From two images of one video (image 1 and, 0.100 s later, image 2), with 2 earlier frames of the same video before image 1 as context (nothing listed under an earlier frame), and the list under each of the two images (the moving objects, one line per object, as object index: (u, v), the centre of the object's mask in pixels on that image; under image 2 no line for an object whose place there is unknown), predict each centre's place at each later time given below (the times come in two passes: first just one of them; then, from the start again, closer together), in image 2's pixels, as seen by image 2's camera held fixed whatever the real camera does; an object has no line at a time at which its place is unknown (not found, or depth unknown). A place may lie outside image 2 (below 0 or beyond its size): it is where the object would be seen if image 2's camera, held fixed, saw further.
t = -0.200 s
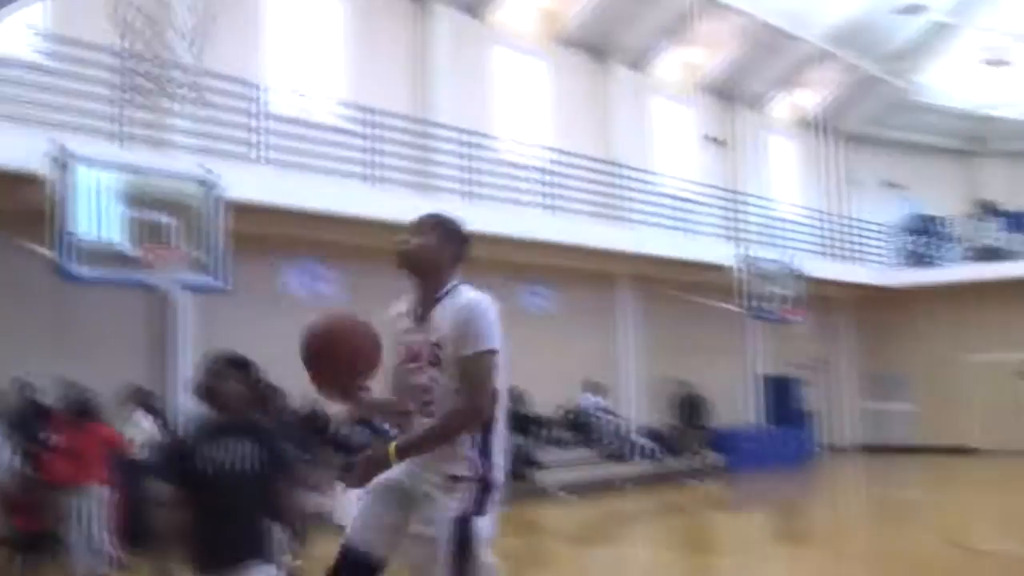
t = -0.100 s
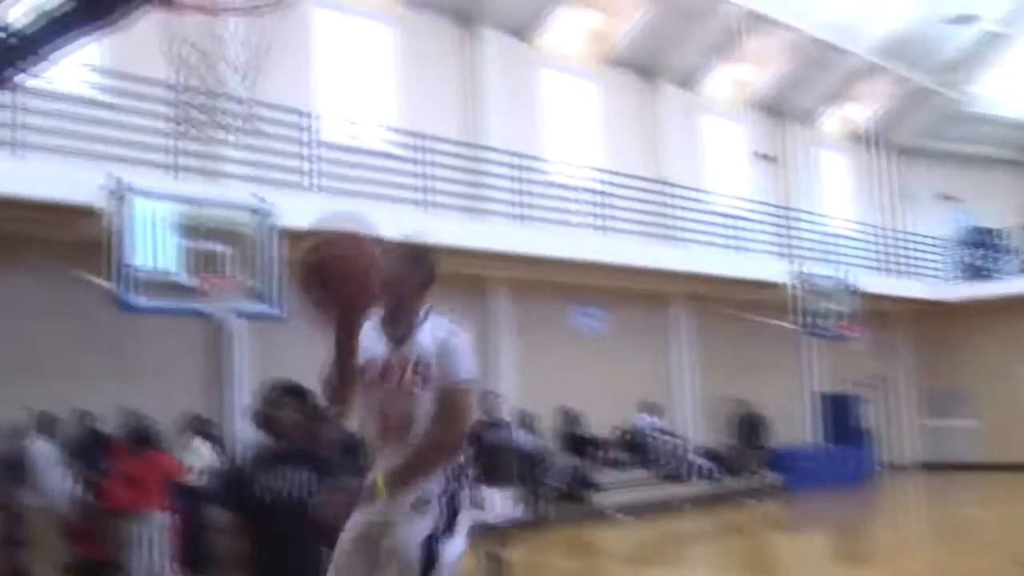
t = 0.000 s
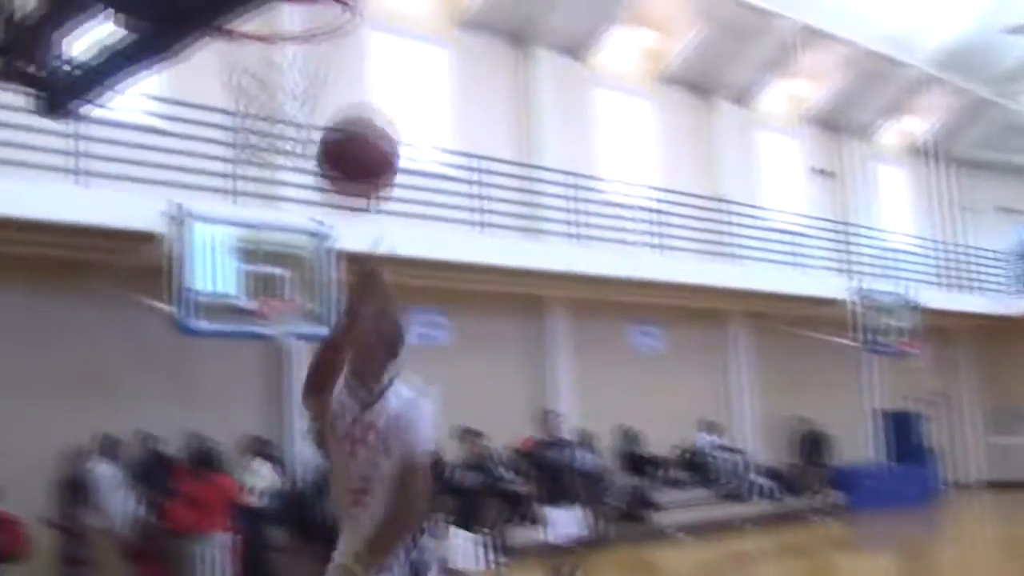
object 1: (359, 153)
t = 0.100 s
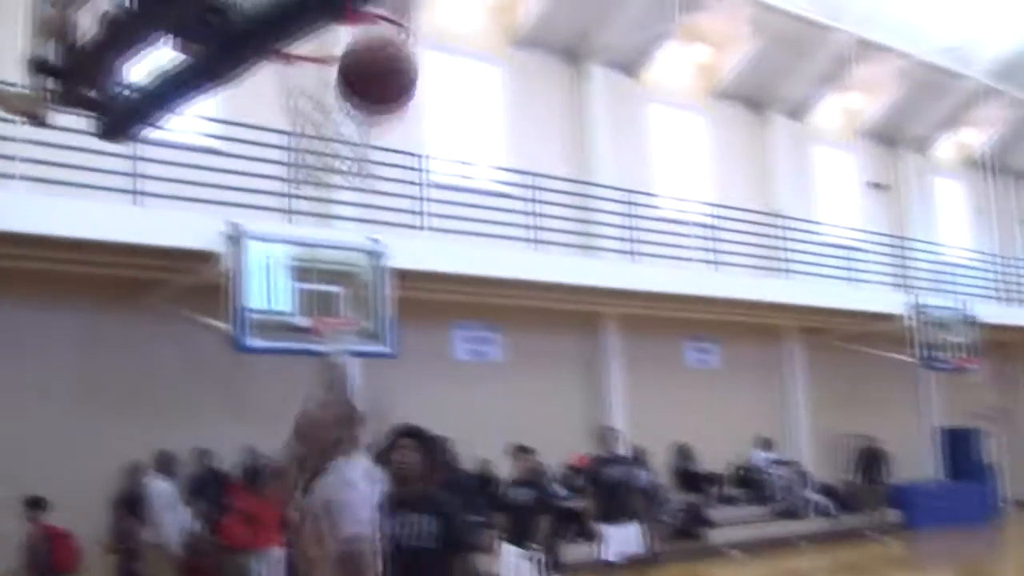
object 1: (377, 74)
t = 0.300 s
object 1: (401, 88)
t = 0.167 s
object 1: (364, 39)
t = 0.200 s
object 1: (372, 43)
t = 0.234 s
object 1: (380, 48)
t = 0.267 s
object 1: (391, 67)
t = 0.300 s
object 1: (401, 88)
